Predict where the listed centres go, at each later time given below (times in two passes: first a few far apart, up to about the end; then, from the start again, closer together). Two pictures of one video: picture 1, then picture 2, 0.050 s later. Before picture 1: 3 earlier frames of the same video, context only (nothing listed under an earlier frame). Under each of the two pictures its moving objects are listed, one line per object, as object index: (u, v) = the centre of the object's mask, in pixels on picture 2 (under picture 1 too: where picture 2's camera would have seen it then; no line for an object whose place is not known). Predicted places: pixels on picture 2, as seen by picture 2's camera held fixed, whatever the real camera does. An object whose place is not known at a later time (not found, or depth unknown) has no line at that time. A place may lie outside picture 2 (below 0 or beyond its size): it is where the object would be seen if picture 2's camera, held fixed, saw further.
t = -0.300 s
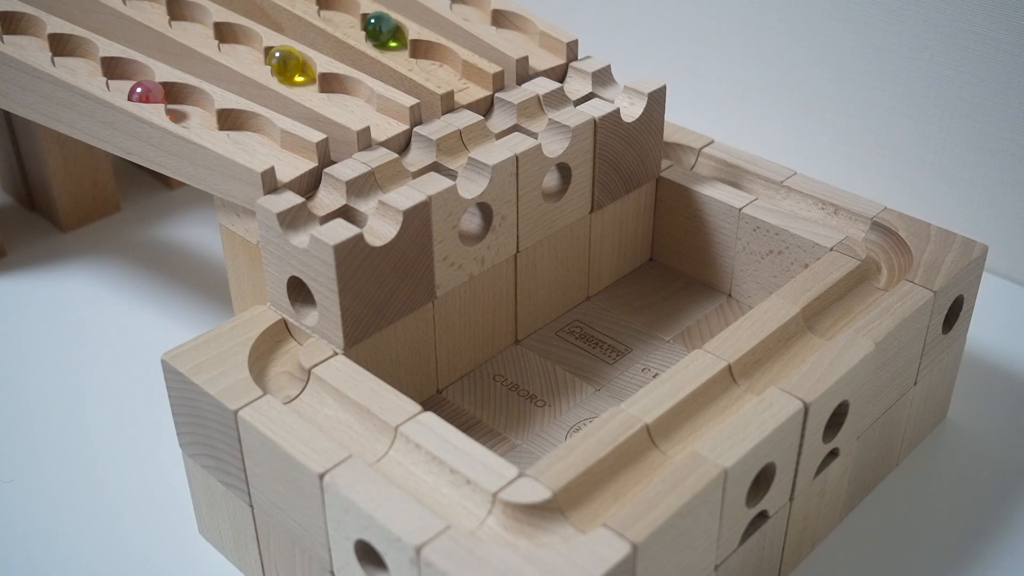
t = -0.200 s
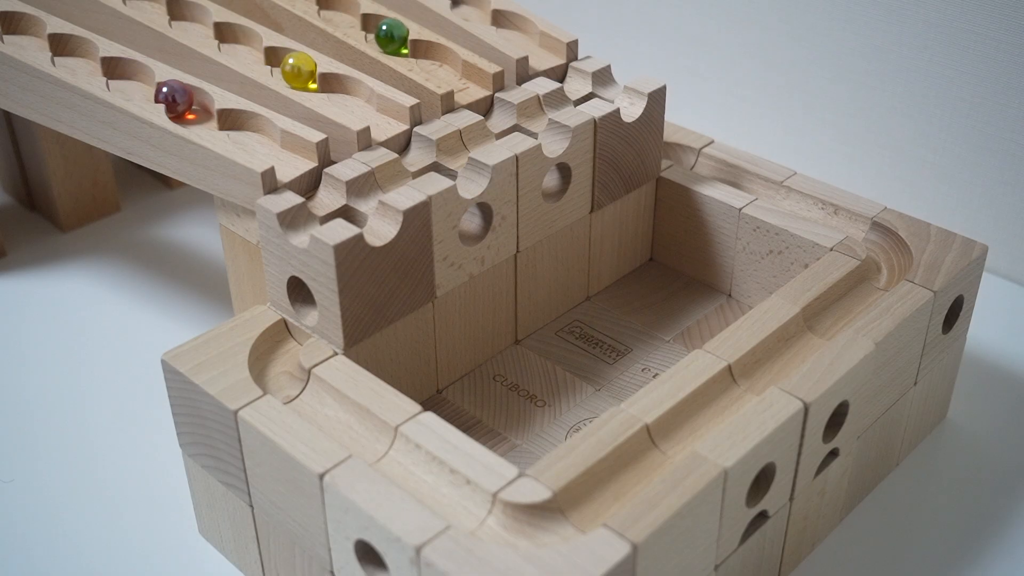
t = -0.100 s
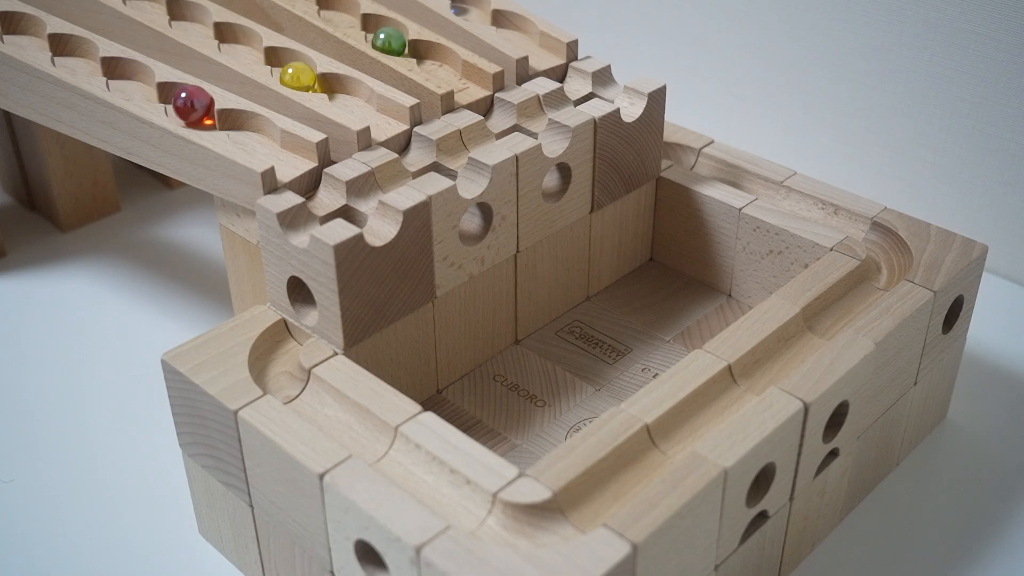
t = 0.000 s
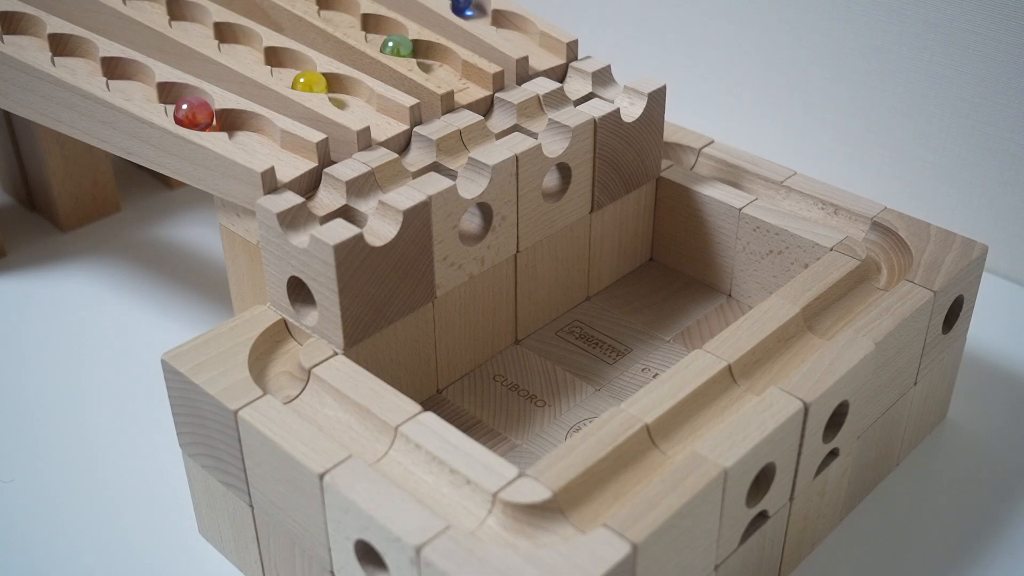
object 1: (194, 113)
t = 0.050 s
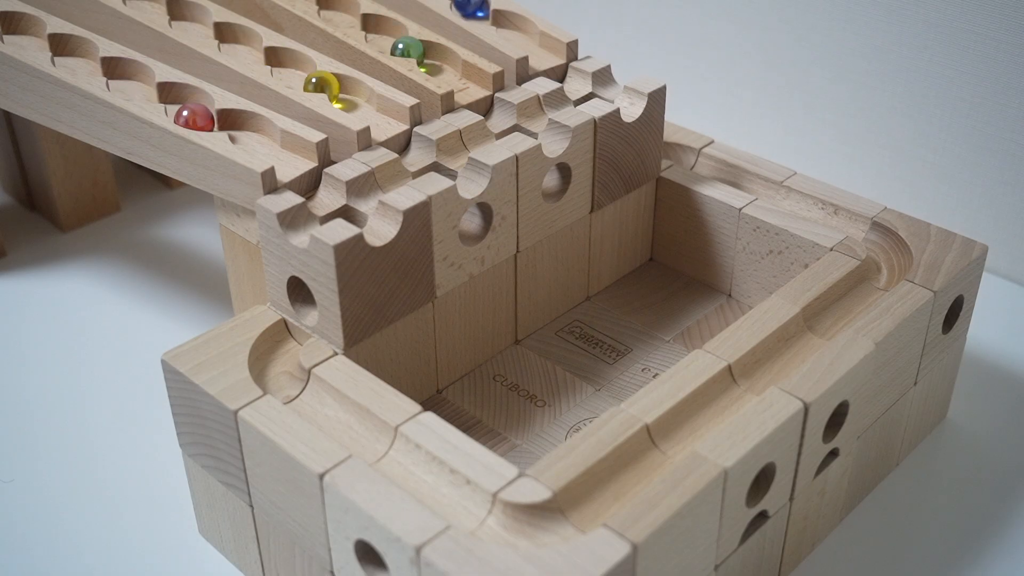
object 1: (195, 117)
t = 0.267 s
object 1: (247, 125)
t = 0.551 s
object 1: (296, 163)
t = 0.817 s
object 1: (304, 290)
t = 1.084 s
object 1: (308, 397)
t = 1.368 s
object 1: (412, 469)
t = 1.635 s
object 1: (520, 525)
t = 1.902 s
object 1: (614, 481)
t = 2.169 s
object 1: (681, 431)
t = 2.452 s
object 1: (736, 388)
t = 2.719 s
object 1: (747, 380)
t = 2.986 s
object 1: (728, 394)
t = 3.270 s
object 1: (709, 409)
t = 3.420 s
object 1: (699, 416)
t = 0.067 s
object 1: (198, 118)
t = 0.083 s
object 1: (201, 118)
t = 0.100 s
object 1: (204, 119)
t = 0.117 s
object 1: (208, 120)
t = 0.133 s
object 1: (212, 120)
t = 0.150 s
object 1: (217, 121)
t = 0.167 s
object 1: (221, 122)
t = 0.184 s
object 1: (226, 122)
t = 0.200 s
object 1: (230, 123)
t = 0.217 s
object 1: (234, 124)
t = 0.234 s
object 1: (239, 124)
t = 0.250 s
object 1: (243, 125)
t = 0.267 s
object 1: (247, 125)
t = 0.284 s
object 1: (249, 126)
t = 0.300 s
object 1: (251, 128)
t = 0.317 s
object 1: (254, 129)
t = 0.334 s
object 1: (256, 131)
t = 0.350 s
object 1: (259, 133)
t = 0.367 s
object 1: (260, 135)
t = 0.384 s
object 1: (263, 137)
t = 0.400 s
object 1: (265, 139)
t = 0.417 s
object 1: (267, 141)
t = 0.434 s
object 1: (270, 143)
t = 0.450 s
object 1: (273, 145)
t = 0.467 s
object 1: (277, 147)
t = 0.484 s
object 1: (280, 150)
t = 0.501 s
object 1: (283, 154)
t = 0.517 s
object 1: (287, 157)
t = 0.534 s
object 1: (291, 160)
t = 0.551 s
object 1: (296, 163)
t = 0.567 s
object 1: (303, 170)
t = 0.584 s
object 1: (310, 181)
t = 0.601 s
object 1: (321, 189)
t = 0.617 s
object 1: (325, 187)
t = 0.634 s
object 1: (327, 189)
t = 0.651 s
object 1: (330, 196)
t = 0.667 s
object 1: (334, 200)
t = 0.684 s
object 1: (342, 208)
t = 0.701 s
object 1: (350, 214)
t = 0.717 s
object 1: (353, 220)
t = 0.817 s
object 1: (304, 290)
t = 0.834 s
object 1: (304, 298)
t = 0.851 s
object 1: (300, 301)
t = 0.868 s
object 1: (294, 310)
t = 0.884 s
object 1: (286, 326)
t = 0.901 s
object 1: (277, 342)
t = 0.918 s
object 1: (270, 340)
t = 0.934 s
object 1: (263, 345)
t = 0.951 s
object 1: (261, 350)
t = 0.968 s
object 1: (263, 356)
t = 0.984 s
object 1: (269, 364)
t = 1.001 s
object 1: (278, 376)
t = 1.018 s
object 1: (288, 380)
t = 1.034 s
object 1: (295, 383)
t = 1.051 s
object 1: (300, 389)
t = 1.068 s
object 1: (303, 394)
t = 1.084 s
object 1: (308, 397)
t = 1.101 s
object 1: (315, 402)
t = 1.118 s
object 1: (323, 405)
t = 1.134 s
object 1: (329, 410)
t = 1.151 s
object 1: (335, 415)
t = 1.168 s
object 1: (339, 419)
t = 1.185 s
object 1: (345, 423)
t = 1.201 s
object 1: (353, 427)
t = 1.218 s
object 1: (360, 431)
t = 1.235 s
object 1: (365, 435)
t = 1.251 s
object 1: (371, 441)
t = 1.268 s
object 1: (375, 444)
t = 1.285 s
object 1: (382, 448)
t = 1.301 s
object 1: (389, 452)
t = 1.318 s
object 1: (396, 455)
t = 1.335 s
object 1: (401, 460)
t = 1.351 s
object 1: (406, 465)
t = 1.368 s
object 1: (412, 469)
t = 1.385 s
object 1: (419, 473)
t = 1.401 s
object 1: (426, 477)
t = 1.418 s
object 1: (432, 481)
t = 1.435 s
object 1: (437, 486)
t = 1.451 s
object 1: (443, 490)
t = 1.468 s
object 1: (448, 495)
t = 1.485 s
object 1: (455, 499)
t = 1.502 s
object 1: (464, 504)
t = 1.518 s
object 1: (469, 507)
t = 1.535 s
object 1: (475, 511)
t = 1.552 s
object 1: (480, 516)
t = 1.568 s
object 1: (487, 519)
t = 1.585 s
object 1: (493, 521)
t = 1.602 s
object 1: (503, 523)
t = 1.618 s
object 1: (512, 523)
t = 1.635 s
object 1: (520, 525)
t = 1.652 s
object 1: (528, 526)
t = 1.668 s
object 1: (537, 526)
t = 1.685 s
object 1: (545, 524)
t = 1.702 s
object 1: (552, 523)
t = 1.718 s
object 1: (560, 520)
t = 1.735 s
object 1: (566, 517)
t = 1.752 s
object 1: (573, 514)
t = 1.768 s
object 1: (578, 510)
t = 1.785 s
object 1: (582, 507)
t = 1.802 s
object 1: (585, 503)
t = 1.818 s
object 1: (589, 499)
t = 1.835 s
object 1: (595, 495)
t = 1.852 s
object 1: (602, 492)
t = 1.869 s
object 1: (607, 488)
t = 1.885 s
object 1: (611, 485)
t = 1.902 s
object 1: (614, 481)
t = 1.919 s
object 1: (618, 477)
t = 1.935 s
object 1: (622, 474)
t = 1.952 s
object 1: (628, 471)
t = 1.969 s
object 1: (634, 468)
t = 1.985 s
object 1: (637, 464)
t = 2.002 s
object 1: (639, 461)
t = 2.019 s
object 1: (643, 457)
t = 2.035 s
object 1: (648, 454)
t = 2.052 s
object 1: (653, 451)
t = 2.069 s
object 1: (658, 448)
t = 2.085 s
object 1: (662, 446)
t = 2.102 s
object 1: (664, 442)
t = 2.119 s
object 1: (668, 438)
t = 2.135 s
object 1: (672, 436)
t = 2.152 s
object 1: (676, 433)
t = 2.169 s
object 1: (681, 431)
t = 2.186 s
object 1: (684, 428)
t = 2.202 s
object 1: (687, 425)
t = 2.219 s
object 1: (689, 423)
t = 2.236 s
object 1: (694, 420)
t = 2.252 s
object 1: (698, 417)
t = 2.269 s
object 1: (702, 415)
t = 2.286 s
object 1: (704, 412)
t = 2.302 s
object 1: (707, 409)
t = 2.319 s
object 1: (710, 407)
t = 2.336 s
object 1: (713, 405)
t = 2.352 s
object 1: (718, 402)
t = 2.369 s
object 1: (721, 400)
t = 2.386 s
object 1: (723, 398)
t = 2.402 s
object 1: (725, 395)
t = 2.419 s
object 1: (728, 392)
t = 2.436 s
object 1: (732, 390)
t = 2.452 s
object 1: (736, 388)
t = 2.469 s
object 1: (739, 386)
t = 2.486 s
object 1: (741, 384)
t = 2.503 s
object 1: (743, 381)
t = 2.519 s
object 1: (746, 379)
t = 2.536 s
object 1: (750, 378)
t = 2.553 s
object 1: (752, 376)
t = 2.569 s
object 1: (753, 374)
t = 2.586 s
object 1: (755, 373)
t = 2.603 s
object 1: (754, 374)
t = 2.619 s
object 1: (753, 375)
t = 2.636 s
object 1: (753, 376)
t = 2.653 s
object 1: (751, 376)
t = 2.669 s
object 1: (751, 377)
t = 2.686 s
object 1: (750, 378)
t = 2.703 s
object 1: (748, 379)
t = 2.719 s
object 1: (747, 380)
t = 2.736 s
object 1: (746, 381)
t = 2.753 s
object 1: (745, 382)
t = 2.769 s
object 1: (743, 382)
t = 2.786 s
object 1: (742, 383)
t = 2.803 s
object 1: (741, 384)
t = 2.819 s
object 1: (739, 385)
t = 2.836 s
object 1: (738, 386)
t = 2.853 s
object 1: (738, 387)
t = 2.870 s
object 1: (736, 388)
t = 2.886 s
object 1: (734, 389)
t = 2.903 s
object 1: (734, 389)
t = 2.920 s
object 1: (733, 390)
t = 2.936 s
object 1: (731, 391)
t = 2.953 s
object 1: (730, 392)
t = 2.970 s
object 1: (730, 393)
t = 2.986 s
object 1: (728, 394)
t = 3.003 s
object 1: (727, 395)
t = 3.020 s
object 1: (726, 396)
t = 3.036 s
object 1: (725, 396)
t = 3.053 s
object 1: (724, 398)
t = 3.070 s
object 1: (723, 398)
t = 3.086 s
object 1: (722, 399)
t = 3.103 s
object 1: (721, 400)
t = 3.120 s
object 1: (719, 401)
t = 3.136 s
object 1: (718, 402)
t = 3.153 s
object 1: (717, 403)
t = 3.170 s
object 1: (716, 404)
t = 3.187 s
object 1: (715, 405)
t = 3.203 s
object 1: (713, 406)
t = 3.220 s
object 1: (712, 407)
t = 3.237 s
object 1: (711, 408)
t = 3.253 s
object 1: (710, 409)
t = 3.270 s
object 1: (709, 409)
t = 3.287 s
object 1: (708, 410)
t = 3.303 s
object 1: (706, 411)
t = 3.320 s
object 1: (705, 412)
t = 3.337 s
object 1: (704, 413)
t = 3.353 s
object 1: (703, 413)
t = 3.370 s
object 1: (702, 414)
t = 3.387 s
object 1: (701, 415)
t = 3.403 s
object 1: (700, 415)
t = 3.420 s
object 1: (699, 416)
